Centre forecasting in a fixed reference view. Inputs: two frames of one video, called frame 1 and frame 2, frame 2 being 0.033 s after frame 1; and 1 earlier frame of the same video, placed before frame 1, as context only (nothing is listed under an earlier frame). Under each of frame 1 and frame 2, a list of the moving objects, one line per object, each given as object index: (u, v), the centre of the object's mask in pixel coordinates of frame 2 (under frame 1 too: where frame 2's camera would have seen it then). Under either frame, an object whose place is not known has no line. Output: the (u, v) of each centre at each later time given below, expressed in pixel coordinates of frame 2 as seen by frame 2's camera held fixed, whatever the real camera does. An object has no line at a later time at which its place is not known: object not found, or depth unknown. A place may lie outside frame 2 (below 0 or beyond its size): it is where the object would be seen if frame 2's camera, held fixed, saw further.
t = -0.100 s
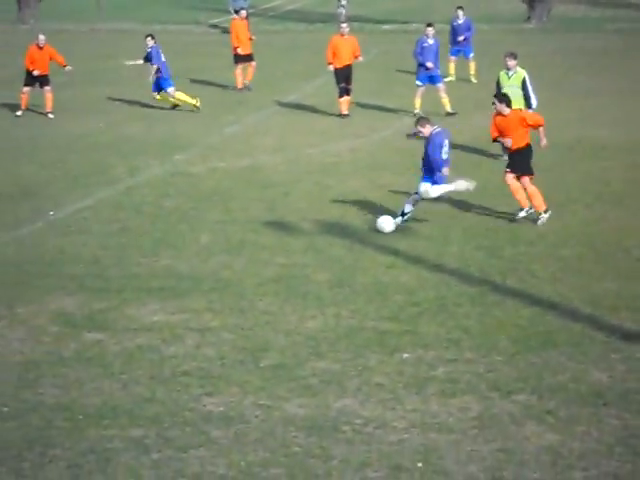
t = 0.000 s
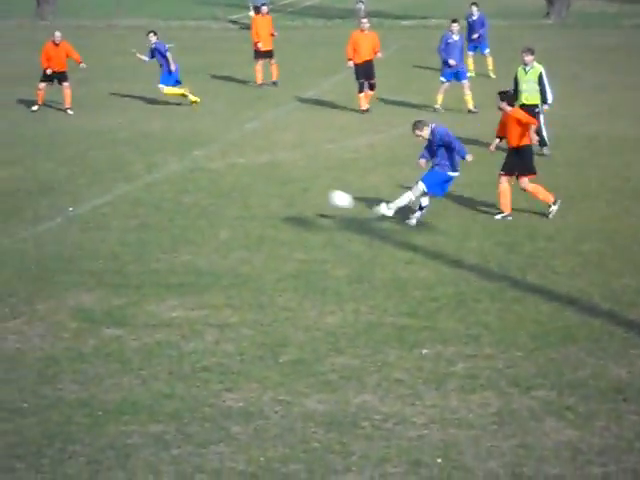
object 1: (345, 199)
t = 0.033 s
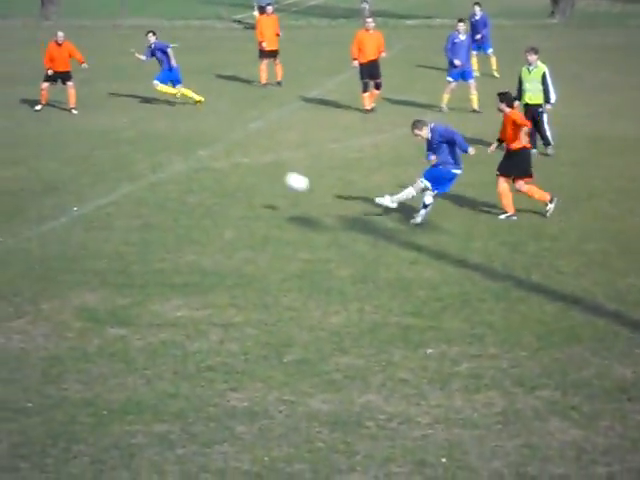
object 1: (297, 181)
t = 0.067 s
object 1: (250, 164)
